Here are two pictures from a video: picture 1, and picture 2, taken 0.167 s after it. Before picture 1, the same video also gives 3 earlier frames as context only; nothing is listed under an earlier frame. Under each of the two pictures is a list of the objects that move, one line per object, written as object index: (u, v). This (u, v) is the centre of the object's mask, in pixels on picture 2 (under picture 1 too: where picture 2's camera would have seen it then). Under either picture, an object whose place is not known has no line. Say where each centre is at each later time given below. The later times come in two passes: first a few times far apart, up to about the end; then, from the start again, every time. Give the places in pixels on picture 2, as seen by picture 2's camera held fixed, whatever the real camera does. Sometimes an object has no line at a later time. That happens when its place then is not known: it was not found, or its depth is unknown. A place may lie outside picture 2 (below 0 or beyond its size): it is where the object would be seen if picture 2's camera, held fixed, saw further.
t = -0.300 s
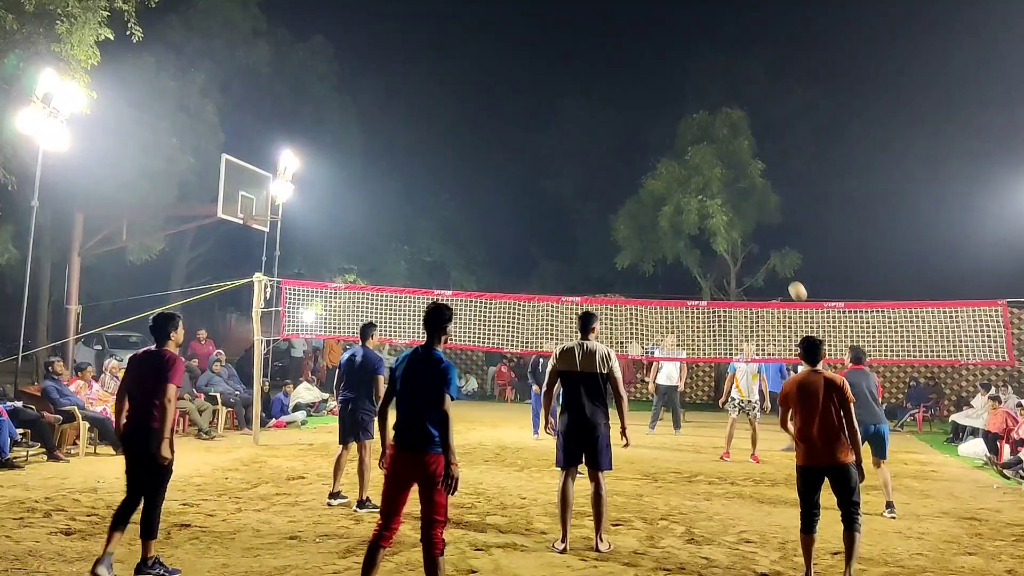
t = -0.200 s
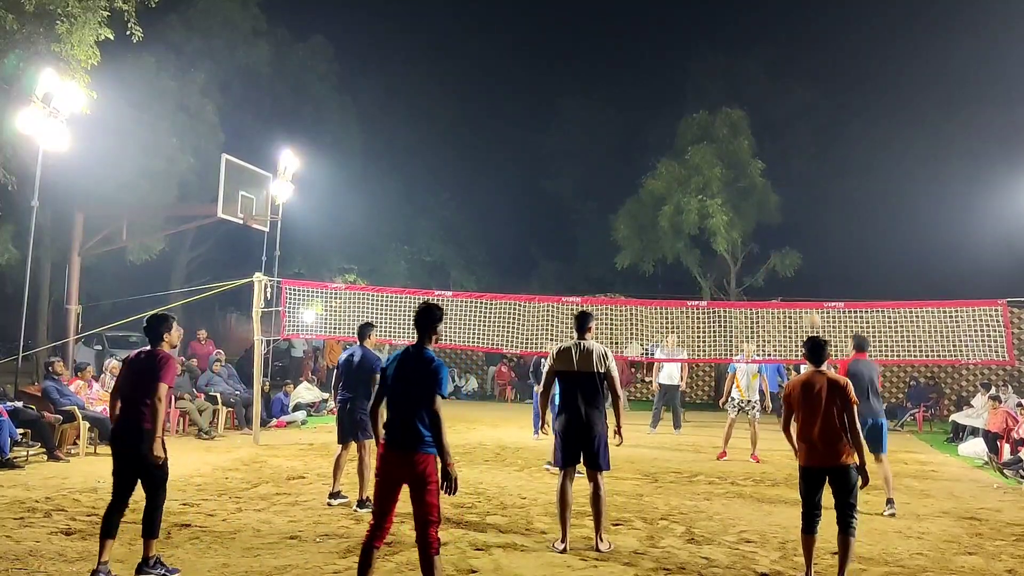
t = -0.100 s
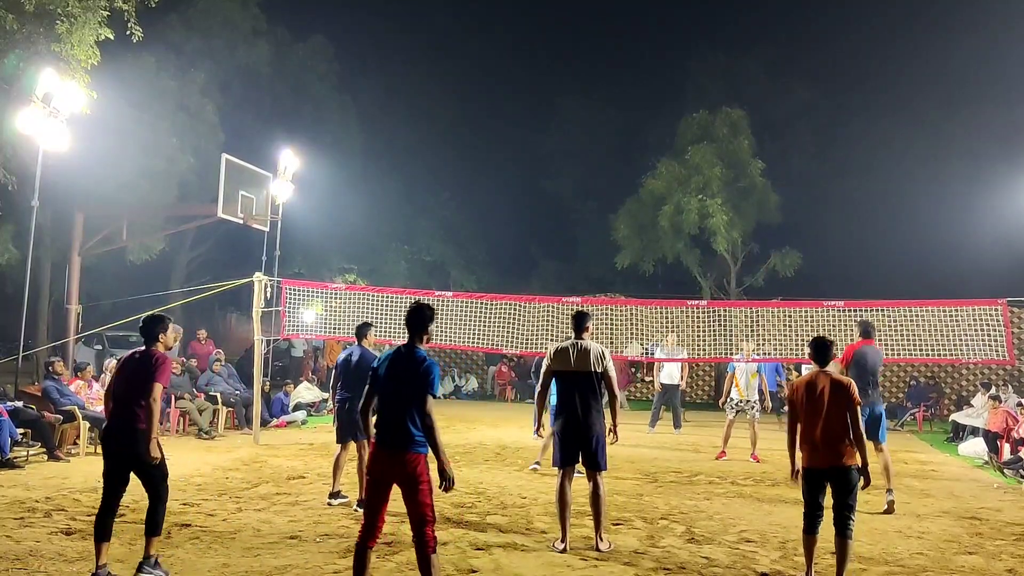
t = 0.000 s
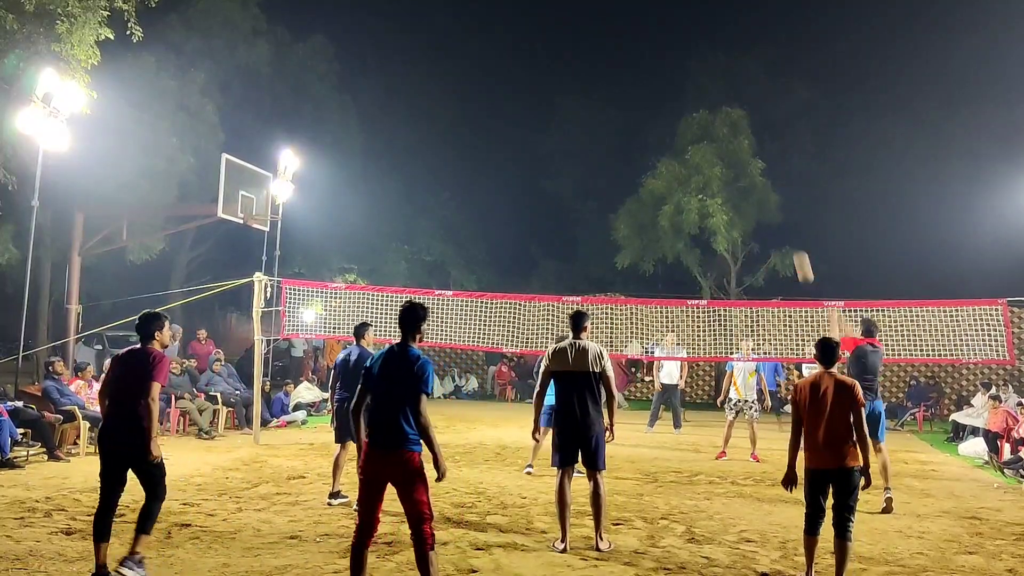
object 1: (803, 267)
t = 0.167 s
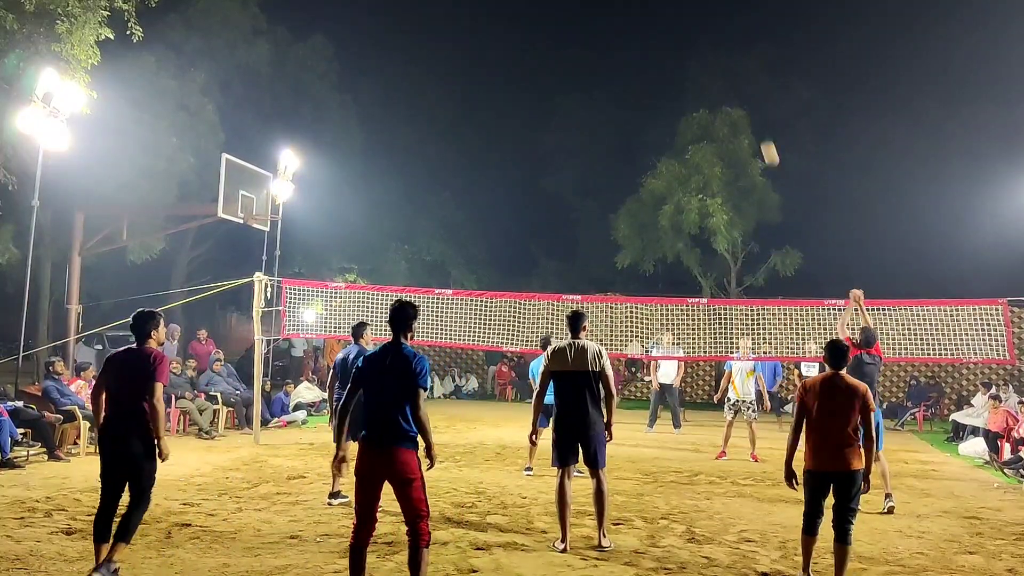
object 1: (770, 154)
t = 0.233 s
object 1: (758, 119)
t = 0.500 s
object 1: (716, 29)
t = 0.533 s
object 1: (712, 23)
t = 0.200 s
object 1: (764, 135)
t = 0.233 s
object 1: (758, 119)
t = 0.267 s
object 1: (752, 103)
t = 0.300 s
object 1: (746, 90)
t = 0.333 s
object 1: (741, 77)
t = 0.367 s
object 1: (736, 65)
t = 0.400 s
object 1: (731, 55)
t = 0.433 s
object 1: (726, 46)
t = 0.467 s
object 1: (721, 37)
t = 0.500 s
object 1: (716, 29)
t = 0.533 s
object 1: (712, 23)
